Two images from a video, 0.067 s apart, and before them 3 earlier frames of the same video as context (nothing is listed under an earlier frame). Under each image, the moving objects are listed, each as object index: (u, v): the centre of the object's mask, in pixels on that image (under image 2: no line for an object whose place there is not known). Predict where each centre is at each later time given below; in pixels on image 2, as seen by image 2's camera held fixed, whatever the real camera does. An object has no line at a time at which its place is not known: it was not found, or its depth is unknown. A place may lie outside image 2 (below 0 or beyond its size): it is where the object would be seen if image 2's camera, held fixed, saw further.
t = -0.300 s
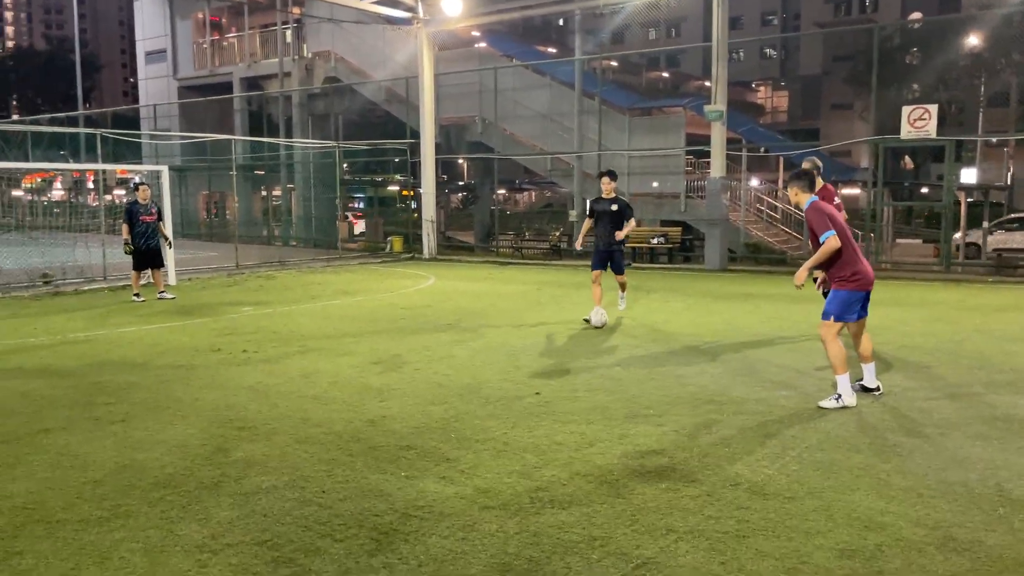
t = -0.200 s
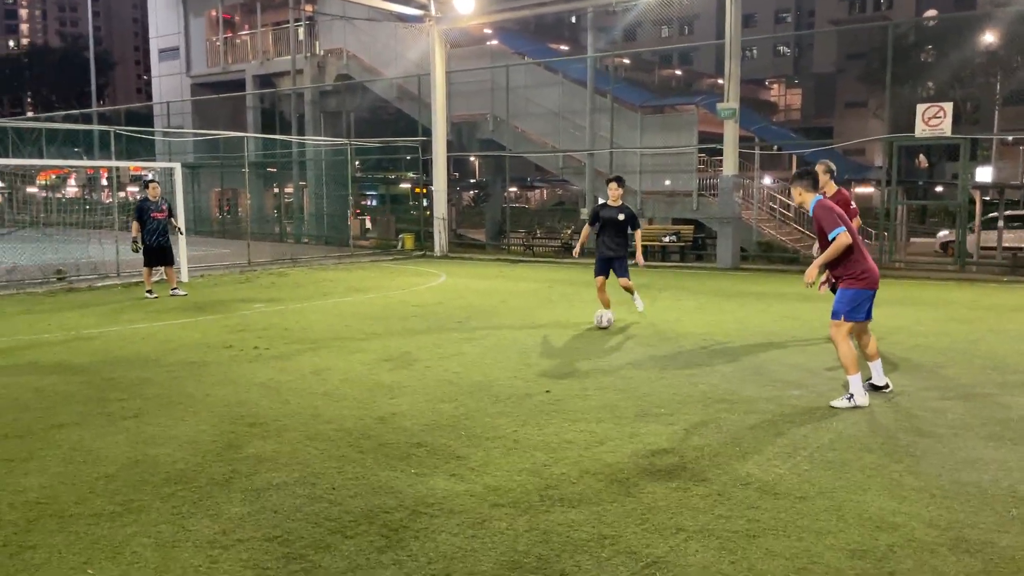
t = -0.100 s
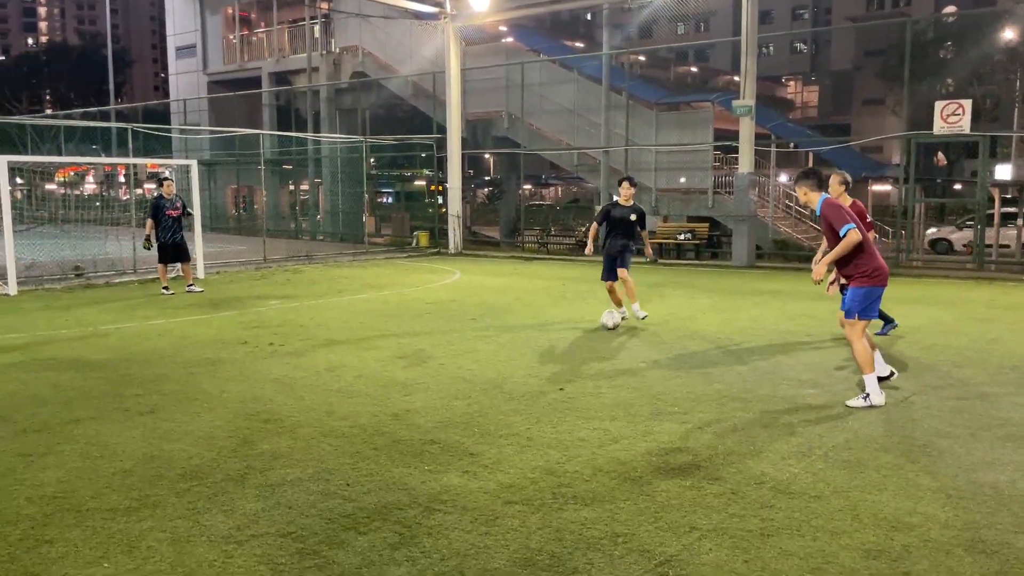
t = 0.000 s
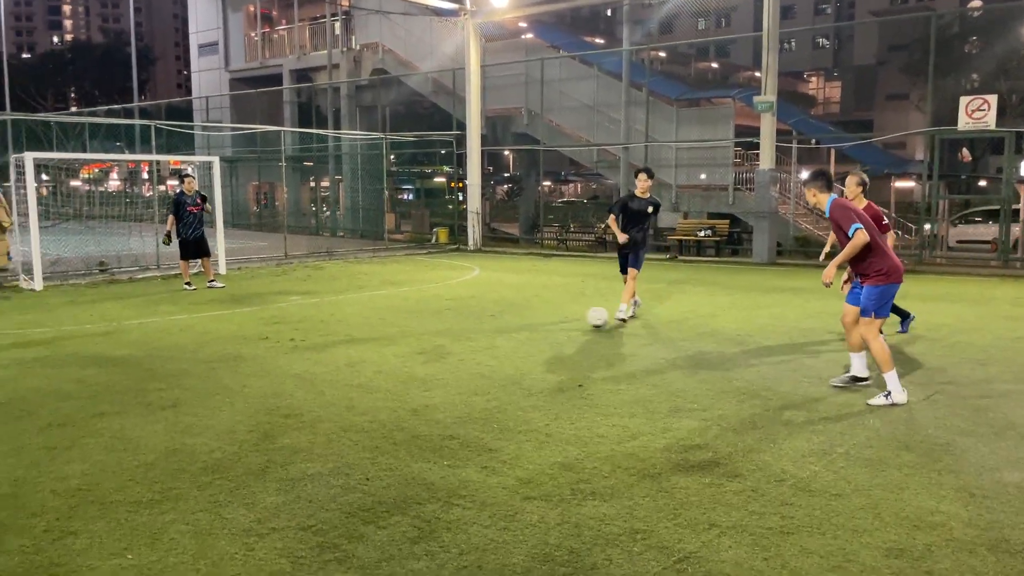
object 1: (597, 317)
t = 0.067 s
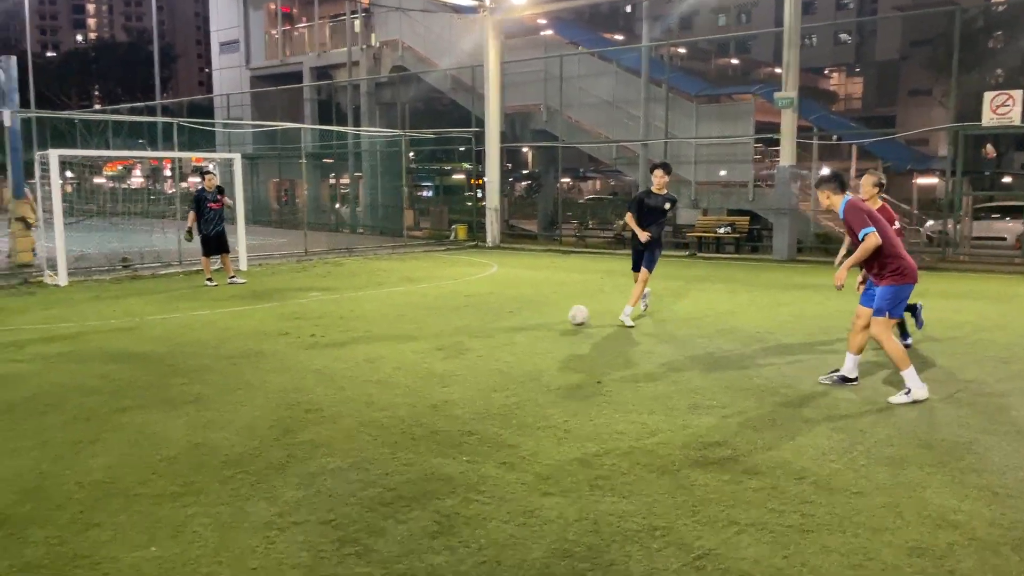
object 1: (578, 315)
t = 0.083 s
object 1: (568, 316)
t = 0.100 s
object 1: (558, 317)
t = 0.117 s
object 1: (549, 319)
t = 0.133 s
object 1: (539, 321)
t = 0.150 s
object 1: (530, 322)
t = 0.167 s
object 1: (522, 322)
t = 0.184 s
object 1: (513, 322)
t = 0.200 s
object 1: (505, 321)
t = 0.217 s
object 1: (497, 322)
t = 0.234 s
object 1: (488, 323)
